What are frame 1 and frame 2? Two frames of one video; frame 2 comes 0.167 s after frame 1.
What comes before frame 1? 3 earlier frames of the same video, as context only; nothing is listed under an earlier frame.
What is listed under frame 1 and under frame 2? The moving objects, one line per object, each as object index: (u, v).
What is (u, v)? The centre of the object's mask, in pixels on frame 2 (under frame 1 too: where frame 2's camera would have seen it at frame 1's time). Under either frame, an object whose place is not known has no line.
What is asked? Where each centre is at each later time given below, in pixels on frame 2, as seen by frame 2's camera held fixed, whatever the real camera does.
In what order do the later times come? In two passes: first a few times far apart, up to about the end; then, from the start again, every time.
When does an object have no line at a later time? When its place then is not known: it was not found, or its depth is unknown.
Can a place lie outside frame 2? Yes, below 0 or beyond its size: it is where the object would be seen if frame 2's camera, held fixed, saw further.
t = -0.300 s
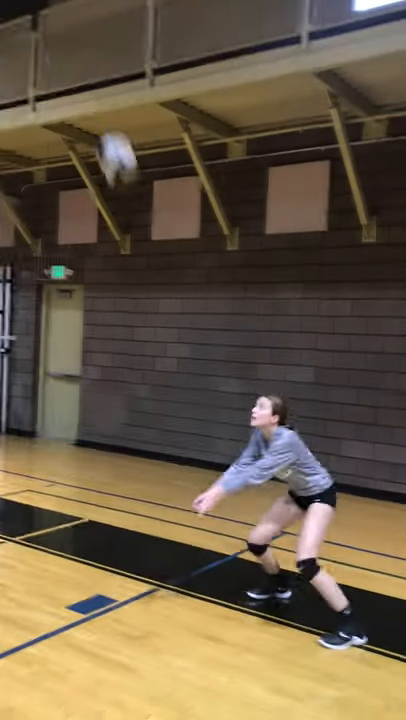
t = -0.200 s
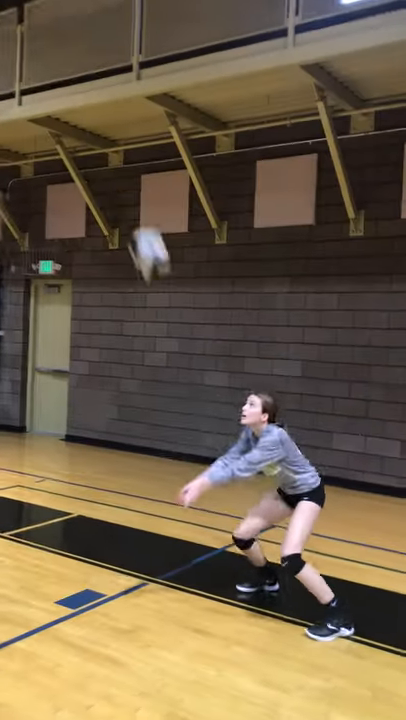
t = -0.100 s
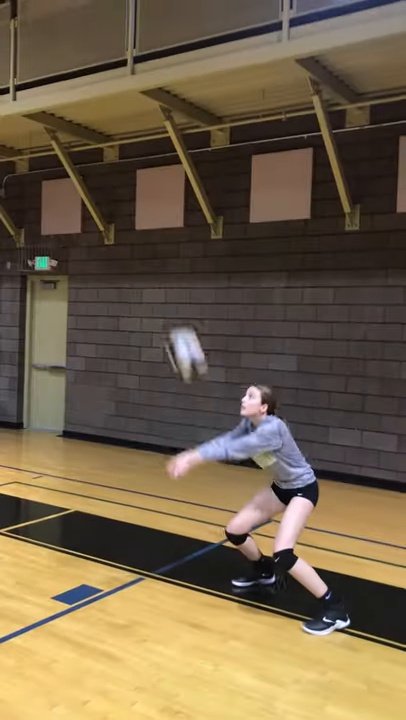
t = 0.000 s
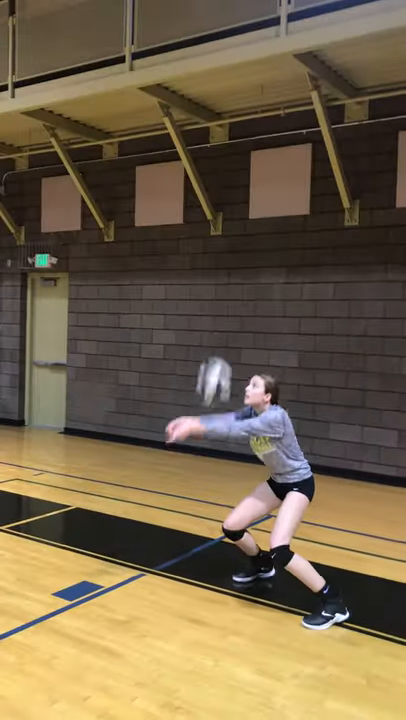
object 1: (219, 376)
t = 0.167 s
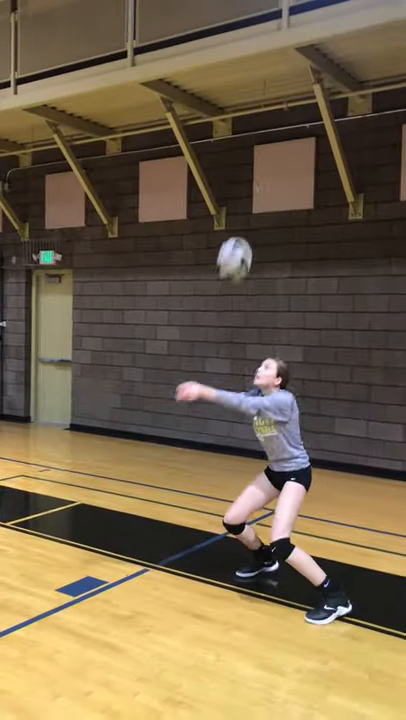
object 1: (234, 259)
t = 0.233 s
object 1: (240, 226)
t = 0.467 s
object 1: (258, 164)
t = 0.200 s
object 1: (238, 242)
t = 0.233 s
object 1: (240, 226)
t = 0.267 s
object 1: (243, 211)
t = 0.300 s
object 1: (245, 198)
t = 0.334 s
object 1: (248, 188)
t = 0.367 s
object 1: (251, 179)
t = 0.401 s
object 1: (254, 172)
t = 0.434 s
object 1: (256, 167)
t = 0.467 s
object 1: (258, 164)
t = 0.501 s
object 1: (260, 162)
